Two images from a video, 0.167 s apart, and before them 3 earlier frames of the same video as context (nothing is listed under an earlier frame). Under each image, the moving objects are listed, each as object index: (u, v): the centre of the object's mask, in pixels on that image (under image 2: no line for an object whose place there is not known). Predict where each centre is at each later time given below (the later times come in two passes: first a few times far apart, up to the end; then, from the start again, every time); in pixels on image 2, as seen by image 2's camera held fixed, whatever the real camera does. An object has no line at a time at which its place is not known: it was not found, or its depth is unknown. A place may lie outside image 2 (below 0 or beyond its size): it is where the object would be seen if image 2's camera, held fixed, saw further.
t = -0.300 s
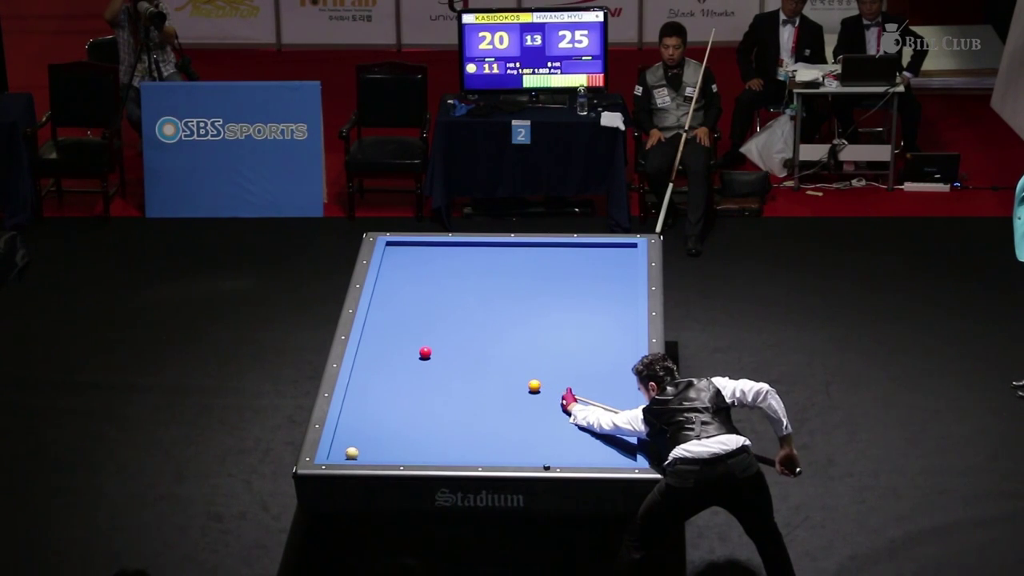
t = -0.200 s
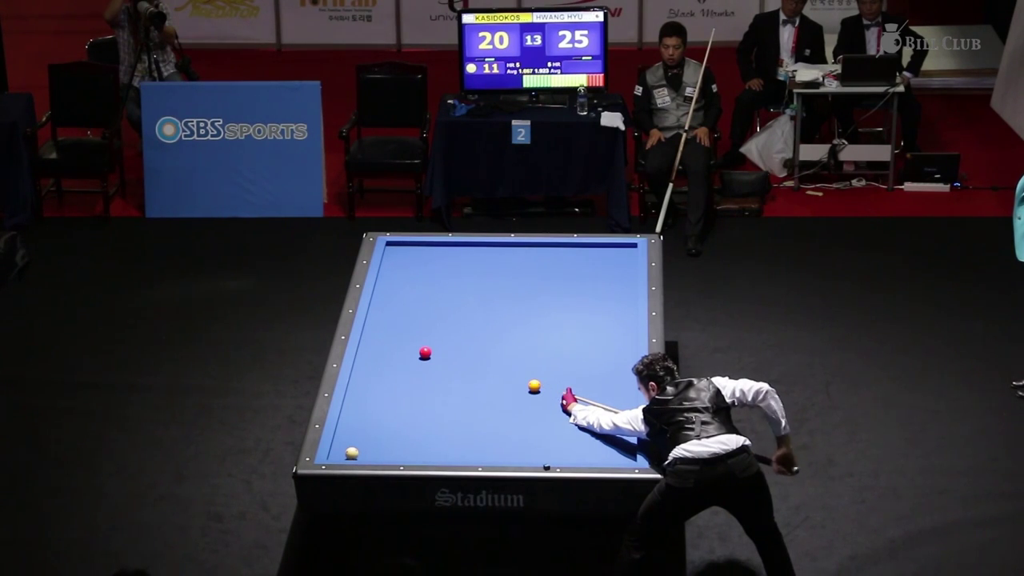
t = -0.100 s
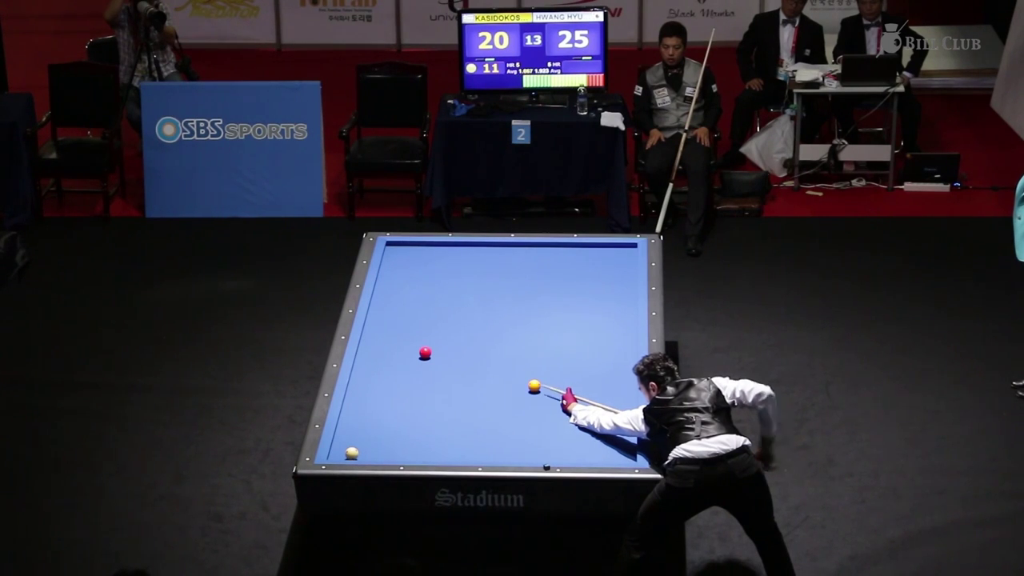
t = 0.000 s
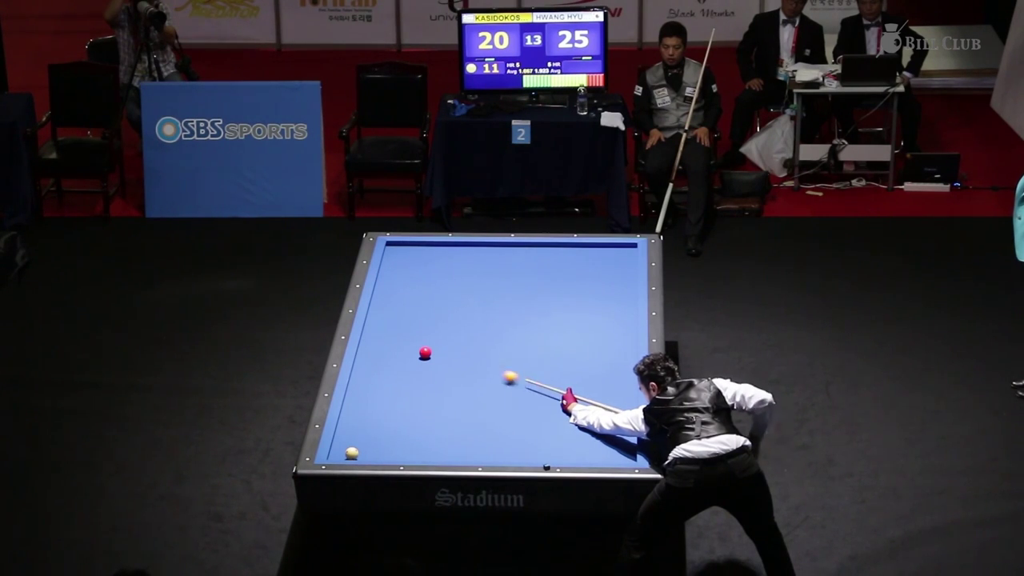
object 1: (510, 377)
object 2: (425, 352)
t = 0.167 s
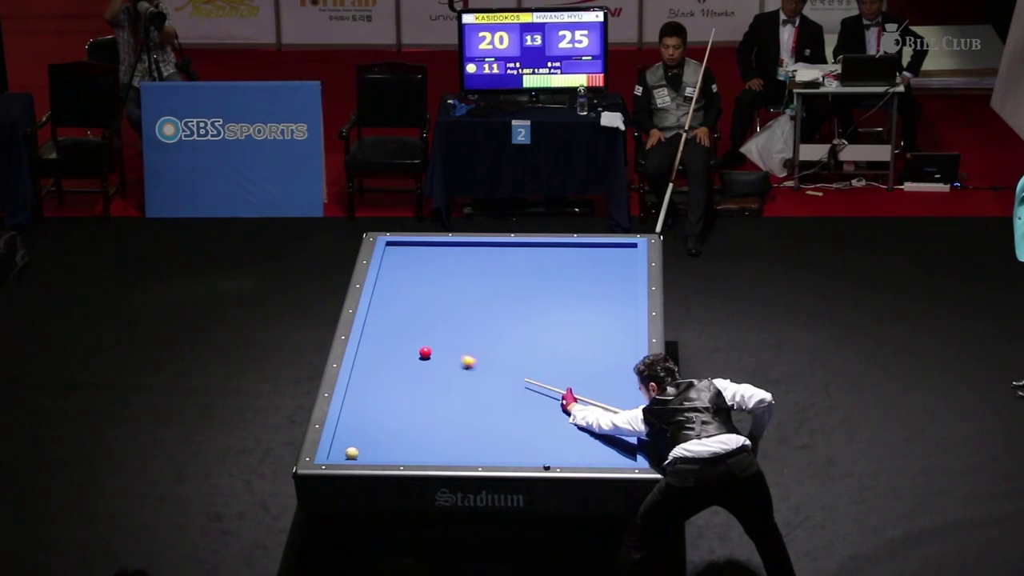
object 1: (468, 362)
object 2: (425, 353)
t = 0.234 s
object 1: (451, 356)
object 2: (425, 353)
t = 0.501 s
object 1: (407, 329)
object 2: (406, 356)
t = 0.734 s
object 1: (375, 307)
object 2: (389, 359)
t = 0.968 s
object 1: (402, 288)
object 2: (372, 362)
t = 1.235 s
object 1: (430, 267)
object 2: (362, 365)
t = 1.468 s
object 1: (454, 250)
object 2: (370, 366)
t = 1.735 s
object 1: (482, 254)
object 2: (380, 368)
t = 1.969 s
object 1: (508, 264)
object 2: (388, 370)
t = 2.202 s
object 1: (534, 275)
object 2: (395, 371)
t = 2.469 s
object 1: (564, 286)
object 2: (403, 373)
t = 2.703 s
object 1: (590, 296)
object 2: (410, 374)
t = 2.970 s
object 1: (620, 309)
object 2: (417, 375)
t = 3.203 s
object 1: (621, 319)
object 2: (423, 377)
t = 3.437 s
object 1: (605, 329)
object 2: (428, 378)
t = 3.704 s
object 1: (586, 340)
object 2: (434, 379)
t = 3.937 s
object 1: (570, 350)
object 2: (438, 380)
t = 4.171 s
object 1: (553, 359)
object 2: (442, 381)
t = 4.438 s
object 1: (535, 371)
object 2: (447, 382)
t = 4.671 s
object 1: (518, 381)
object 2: (450, 383)
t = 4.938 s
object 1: (500, 392)
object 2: (454, 383)
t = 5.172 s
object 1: (483, 402)
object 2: (456, 384)
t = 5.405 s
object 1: (467, 411)
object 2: (459, 384)
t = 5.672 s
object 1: (448, 423)
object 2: (461, 384)
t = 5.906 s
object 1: (431, 433)
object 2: (462, 385)
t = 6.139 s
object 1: (415, 442)
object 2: (463, 385)
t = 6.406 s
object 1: (396, 453)
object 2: (464, 386)
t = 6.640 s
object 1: (381, 455)
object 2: (464, 386)
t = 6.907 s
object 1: (367, 451)
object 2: (464, 385)
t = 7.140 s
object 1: (357, 444)
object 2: (464, 385)
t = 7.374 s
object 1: (344, 440)
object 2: (464, 385)
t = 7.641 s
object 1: (345, 434)
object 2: (464, 385)
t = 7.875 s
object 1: (353, 430)
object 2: (464, 385)
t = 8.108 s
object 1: (361, 425)
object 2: (464, 385)
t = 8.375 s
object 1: (369, 421)
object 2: (464, 385)
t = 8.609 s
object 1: (377, 417)
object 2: (464, 385)
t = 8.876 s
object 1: (384, 413)
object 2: (464, 385)
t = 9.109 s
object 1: (391, 409)
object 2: (464, 385)
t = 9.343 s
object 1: (397, 406)
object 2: (464, 385)
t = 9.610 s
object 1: (404, 402)
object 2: (464, 385)
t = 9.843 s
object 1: (409, 399)
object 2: (464, 385)
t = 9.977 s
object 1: (412, 398)
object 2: (464, 385)
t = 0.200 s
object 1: (459, 359)
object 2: (425, 353)
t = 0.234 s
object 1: (451, 356)
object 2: (425, 353)
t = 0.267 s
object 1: (443, 353)
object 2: (425, 353)
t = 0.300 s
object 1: (436, 350)
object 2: (424, 353)
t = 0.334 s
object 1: (431, 346)
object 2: (421, 353)
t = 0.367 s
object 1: (427, 343)
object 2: (418, 354)
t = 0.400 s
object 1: (422, 340)
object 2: (414, 355)
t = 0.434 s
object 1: (417, 336)
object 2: (411, 355)
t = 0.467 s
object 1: (412, 333)
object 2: (409, 356)
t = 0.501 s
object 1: (407, 329)
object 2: (406, 356)
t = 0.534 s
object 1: (403, 326)
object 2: (404, 357)
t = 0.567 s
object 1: (398, 323)
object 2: (402, 357)
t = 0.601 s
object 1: (393, 320)
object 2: (399, 357)
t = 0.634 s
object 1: (388, 316)
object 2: (396, 358)
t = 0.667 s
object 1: (384, 313)
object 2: (394, 358)
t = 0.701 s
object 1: (379, 310)
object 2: (392, 358)
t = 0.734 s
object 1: (375, 307)
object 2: (389, 359)
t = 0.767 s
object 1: (377, 304)
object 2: (387, 359)
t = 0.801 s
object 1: (382, 301)
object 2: (384, 359)
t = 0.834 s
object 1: (387, 299)
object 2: (382, 360)
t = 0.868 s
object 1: (391, 296)
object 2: (379, 360)
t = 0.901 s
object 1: (395, 293)
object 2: (377, 361)
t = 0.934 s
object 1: (398, 291)
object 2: (374, 361)
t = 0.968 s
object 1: (402, 288)
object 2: (372, 362)
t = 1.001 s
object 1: (406, 285)
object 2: (369, 362)
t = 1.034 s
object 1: (409, 283)
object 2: (367, 363)
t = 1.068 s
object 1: (412, 280)
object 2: (364, 363)
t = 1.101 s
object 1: (416, 277)
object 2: (362, 363)
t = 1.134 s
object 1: (420, 275)
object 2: (360, 364)
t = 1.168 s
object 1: (423, 272)
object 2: (359, 364)
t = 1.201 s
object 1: (426, 270)
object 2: (361, 364)
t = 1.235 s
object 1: (430, 267)
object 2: (362, 365)
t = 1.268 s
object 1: (433, 265)
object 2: (363, 365)
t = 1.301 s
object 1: (437, 262)
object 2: (364, 365)
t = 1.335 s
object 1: (440, 259)
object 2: (366, 365)
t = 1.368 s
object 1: (444, 257)
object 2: (367, 365)
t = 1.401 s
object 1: (447, 255)
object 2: (368, 366)
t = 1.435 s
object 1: (450, 252)
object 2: (369, 366)
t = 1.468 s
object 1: (454, 250)
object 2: (370, 366)
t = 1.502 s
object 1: (457, 247)
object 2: (372, 367)
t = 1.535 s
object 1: (460, 245)
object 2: (373, 367)
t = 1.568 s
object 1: (463, 245)
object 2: (374, 367)
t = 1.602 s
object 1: (467, 247)
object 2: (375, 367)
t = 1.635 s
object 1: (471, 249)
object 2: (376, 368)
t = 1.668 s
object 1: (475, 251)
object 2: (377, 368)
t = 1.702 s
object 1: (478, 252)
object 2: (379, 368)
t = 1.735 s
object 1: (482, 254)
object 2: (380, 368)
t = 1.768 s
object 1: (486, 256)
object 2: (381, 368)
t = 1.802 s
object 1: (489, 257)
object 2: (382, 369)
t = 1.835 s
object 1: (493, 258)
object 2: (383, 369)
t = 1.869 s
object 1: (497, 260)
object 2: (385, 369)
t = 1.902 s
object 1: (500, 261)
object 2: (385, 369)
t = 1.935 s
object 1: (504, 263)
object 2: (387, 369)
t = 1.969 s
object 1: (508, 264)
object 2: (388, 370)
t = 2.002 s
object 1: (511, 266)
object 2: (389, 370)
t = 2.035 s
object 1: (515, 267)
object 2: (390, 370)
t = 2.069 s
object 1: (519, 268)
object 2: (391, 371)
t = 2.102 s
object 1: (522, 270)
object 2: (392, 371)
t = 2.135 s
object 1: (526, 271)
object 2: (393, 371)
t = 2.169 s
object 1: (530, 273)
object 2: (394, 371)
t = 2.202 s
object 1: (534, 275)
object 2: (395, 371)
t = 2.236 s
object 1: (537, 276)
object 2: (396, 372)
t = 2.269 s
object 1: (541, 277)
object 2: (397, 371)
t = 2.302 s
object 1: (545, 279)
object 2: (398, 372)
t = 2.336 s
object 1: (549, 280)
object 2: (399, 372)
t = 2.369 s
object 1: (552, 282)
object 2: (400, 373)
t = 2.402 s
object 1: (556, 283)
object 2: (401, 373)
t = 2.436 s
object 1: (560, 285)
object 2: (402, 373)
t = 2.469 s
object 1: (564, 286)
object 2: (403, 373)
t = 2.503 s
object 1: (568, 288)
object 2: (404, 373)
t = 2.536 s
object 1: (571, 289)
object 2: (405, 373)
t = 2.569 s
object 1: (575, 291)
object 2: (406, 373)
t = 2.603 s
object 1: (579, 292)
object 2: (407, 373)
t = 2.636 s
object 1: (583, 294)
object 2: (408, 374)
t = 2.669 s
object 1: (586, 295)
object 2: (409, 374)
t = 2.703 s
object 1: (590, 296)
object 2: (410, 374)
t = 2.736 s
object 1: (594, 298)
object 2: (411, 374)
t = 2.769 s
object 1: (598, 300)
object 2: (411, 375)
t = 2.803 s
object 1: (602, 301)
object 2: (412, 374)
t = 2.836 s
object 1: (605, 303)
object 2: (413, 375)
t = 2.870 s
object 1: (609, 304)
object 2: (414, 375)
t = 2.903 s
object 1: (613, 305)
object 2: (415, 375)
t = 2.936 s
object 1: (616, 307)
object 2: (416, 376)
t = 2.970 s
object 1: (620, 309)
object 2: (417, 375)
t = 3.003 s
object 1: (624, 310)
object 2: (418, 376)
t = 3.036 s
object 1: (628, 312)
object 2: (418, 376)
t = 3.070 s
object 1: (631, 313)
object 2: (419, 376)
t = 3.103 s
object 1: (628, 314)
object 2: (420, 377)
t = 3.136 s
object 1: (625, 316)
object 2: (421, 377)
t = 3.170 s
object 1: (623, 317)
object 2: (422, 377)
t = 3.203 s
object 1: (621, 319)
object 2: (423, 377)
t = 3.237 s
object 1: (618, 320)
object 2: (423, 377)
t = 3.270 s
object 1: (616, 321)
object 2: (424, 378)
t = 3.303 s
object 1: (614, 323)
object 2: (425, 378)
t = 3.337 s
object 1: (612, 324)
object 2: (426, 377)
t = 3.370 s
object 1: (609, 326)
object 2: (427, 378)
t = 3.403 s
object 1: (607, 327)
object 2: (427, 378)
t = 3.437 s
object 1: (605, 329)
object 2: (428, 378)
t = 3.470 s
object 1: (602, 330)
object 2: (429, 378)
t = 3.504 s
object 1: (600, 331)
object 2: (429, 378)
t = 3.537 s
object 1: (598, 333)
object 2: (430, 378)
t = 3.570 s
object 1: (595, 334)
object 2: (431, 379)
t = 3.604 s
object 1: (593, 336)
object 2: (432, 379)
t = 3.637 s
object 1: (591, 337)
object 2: (432, 378)
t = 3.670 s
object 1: (588, 338)
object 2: (433, 379)
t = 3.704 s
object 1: (586, 340)
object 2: (434, 379)
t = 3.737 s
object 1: (584, 341)
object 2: (434, 379)
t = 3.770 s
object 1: (581, 343)
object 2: (435, 379)
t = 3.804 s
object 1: (579, 344)
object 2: (436, 380)
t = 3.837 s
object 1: (577, 345)
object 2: (436, 380)
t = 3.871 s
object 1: (574, 347)
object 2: (437, 380)
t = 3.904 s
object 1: (572, 348)
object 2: (438, 380)
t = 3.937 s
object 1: (570, 350)
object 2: (438, 380)
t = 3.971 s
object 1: (567, 351)
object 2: (439, 380)
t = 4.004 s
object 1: (565, 353)
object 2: (440, 380)
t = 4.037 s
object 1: (563, 354)
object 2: (440, 381)
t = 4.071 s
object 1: (560, 355)
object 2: (441, 381)
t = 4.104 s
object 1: (558, 357)
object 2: (441, 380)
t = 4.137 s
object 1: (556, 358)
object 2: (442, 381)
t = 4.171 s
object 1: (553, 359)
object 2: (442, 381)
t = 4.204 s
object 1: (551, 361)
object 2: (443, 381)
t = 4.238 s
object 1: (549, 362)
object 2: (444, 381)
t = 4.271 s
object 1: (546, 364)
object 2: (444, 382)
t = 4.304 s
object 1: (544, 365)
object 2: (445, 382)
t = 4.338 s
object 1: (542, 366)
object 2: (445, 382)
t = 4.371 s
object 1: (539, 368)
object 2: (446, 381)
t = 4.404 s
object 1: (537, 369)
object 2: (446, 381)
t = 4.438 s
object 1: (535, 371)
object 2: (447, 382)
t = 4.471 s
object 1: (532, 372)
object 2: (447, 382)
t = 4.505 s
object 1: (530, 373)
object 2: (448, 382)
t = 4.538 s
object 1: (528, 375)
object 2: (448, 382)
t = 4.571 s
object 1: (525, 376)
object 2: (449, 382)
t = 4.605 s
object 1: (523, 378)
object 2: (450, 382)
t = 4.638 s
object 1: (521, 379)
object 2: (450, 382)
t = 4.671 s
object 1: (518, 381)
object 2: (450, 383)
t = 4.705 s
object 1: (516, 382)
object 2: (451, 382)
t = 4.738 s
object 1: (514, 383)
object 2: (451, 383)
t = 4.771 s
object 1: (511, 385)
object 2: (451, 383)
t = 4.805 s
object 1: (509, 386)
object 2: (452, 383)
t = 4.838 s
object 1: (506, 387)
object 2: (452, 383)
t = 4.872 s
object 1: (504, 389)
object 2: (453, 384)
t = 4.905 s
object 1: (502, 390)
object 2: (453, 383)
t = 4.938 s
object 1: (500, 392)
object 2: (454, 383)
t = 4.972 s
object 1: (497, 393)
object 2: (454, 383)
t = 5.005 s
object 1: (495, 395)
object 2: (454, 383)
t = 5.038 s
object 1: (493, 396)
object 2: (455, 384)
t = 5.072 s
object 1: (490, 397)
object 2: (455, 384)
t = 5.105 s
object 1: (488, 399)
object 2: (455, 384)
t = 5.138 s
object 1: (485, 400)
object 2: (456, 384)
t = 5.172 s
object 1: (483, 402)
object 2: (456, 384)
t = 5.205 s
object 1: (481, 403)
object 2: (457, 384)
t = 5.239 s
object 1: (479, 404)
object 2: (457, 384)
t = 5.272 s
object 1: (476, 406)
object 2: (457, 384)
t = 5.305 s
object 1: (474, 407)
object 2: (458, 384)
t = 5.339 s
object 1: (472, 409)
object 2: (458, 384)
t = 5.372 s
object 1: (469, 410)
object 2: (458, 384)
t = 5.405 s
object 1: (467, 411)
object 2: (459, 384)
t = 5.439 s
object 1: (464, 413)
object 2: (459, 384)
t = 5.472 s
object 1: (462, 414)
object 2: (459, 384)
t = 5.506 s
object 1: (460, 416)
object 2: (460, 384)
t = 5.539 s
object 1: (457, 417)
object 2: (460, 384)
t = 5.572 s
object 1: (455, 419)
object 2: (460, 384)
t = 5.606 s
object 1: (453, 420)
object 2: (460, 384)
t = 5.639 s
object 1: (450, 421)
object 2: (460, 384)
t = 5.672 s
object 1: (448, 423)
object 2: (461, 384)
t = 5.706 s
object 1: (445, 424)
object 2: (461, 384)
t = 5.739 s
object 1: (443, 426)
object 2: (461, 384)
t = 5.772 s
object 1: (441, 427)
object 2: (461, 384)
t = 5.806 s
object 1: (438, 428)
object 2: (462, 384)
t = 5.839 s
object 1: (436, 430)
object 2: (462, 384)
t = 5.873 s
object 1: (433, 431)
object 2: (462, 385)
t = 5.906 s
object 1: (431, 433)
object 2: (462, 385)
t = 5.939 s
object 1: (429, 434)
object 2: (462, 385)
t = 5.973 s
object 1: (426, 435)
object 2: (463, 385)
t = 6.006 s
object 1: (424, 437)
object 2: (463, 385)
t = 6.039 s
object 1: (422, 438)
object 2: (463, 385)
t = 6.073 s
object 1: (420, 439)
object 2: (463, 385)
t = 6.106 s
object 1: (417, 441)
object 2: (463, 385)
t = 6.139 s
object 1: (415, 442)
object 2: (463, 385)
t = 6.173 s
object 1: (413, 443)
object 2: (464, 385)
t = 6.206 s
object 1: (410, 444)
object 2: (464, 385)
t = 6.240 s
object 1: (408, 446)
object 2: (464, 386)
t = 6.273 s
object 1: (405, 447)
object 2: (464, 385)
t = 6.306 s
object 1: (403, 449)
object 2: (464, 386)
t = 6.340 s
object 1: (401, 450)
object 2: (464, 386)
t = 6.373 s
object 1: (399, 452)
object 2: (464, 386)
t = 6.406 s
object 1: (396, 453)
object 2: (464, 386)
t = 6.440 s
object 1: (394, 454)
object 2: (464, 386)
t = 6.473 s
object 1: (392, 455)
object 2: (464, 386)
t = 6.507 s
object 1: (389, 455)
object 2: (464, 386)
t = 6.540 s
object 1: (387, 456)
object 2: (464, 386)
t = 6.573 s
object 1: (385, 456)
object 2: (464, 386)
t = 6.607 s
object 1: (383, 456)
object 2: (464, 386)
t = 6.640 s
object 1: (381, 455)
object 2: (464, 386)
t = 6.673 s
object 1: (379, 455)
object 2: (464, 386)
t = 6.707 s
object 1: (378, 454)
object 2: (464, 386)
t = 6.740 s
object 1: (376, 454)
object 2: (464, 386)
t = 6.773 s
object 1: (374, 453)
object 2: (464, 386)
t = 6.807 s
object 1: (372, 453)
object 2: (464, 386)
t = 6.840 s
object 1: (371, 452)
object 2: (464, 385)
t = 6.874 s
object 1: (369, 452)
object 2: (464, 385)
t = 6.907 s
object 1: (367, 451)
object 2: (464, 385)
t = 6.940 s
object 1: (366, 450)
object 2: (464, 386)
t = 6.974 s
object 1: (364, 449)
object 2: (464, 385)
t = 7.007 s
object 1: (363, 448)
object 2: (464, 386)
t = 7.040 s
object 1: (361, 447)
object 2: (464, 386)
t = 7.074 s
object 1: (360, 446)
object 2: (464, 385)
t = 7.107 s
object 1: (358, 445)
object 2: (464, 386)
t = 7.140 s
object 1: (357, 444)
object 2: (464, 385)
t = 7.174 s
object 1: (355, 443)
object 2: (464, 385)
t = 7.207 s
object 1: (353, 442)
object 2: (464, 385)
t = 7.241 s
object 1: (351, 442)
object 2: (464, 386)
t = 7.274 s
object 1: (349, 442)
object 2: (464, 386)
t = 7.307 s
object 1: (348, 441)
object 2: (464, 385)
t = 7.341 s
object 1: (346, 440)
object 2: (464, 386)
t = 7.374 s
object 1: (344, 440)
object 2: (464, 385)
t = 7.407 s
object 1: (343, 439)
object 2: (464, 385)
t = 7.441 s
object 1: (341, 439)
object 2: (464, 385)
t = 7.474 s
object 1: (339, 438)
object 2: (464, 386)
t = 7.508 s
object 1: (340, 437)
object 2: (464, 385)
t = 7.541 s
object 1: (341, 436)
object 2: (464, 385)
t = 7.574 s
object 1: (342, 435)
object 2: (464, 385)
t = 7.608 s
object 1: (343, 435)
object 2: (464, 385)
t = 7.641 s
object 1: (345, 434)
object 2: (464, 385)
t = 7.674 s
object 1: (346, 434)
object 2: (464, 385)
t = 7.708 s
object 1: (347, 433)
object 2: (464, 385)
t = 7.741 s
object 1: (348, 432)
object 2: (464, 385)
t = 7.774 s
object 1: (349, 431)
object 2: (464, 385)
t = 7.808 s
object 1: (350, 431)
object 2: (464, 385)
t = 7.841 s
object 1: (352, 430)
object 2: (464, 385)
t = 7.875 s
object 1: (353, 430)
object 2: (464, 385)
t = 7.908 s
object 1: (354, 429)
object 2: (464, 385)
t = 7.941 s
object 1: (355, 428)
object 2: (464, 385)
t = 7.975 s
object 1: (356, 428)
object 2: (464, 385)
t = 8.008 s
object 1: (357, 427)
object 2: (464, 385)
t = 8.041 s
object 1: (359, 426)
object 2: (464, 385)
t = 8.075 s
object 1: (360, 426)
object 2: (464, 385)
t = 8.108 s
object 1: (361, 425)
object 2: (464, 385)
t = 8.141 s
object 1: (362, 425)
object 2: (464, 385)
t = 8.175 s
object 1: (363, 424)
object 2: (464, 385)
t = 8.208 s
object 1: (364, 424)
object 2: (464, 385)
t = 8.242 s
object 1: (365, 423)
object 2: (464, 385)
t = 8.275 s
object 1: (366, 422)
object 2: (464, 385)
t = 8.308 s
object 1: (367, 422)
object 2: (464, 385)
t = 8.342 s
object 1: (368, 421)
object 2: (464, 385)
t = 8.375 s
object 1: (369, 421)
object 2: (464, 385)
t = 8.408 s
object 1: (370, 420)
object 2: (464, 385)
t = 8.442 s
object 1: (371, 419)
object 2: (464, 385)
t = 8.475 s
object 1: (373, 419)
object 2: (464, 385)
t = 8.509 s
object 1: (373, 419)
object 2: (464, 385)
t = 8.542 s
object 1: (375, 418)
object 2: (464, 385)
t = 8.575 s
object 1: (375, 417)
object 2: (464, 385)
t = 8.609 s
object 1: (377, 417)
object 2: (464, 385)
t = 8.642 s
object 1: (377, 417)
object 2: (464, 386)
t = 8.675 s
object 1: (379, 416)
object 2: (464, 385)
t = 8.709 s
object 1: (380, 415)
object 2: (464, 385)
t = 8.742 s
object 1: (381, 415)
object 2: (464, 385)
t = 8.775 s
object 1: (382, 414)
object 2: (464, 385)
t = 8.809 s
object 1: (383, 414)
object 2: (464, 385)
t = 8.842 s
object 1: (383, 413)
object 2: (464, 385)
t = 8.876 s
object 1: (384, 413)
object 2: (464, 385)
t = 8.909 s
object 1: (385, 412)
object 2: (464, 385)
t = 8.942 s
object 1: (386, 412)
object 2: (464, 385)
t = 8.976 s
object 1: (387, 411)
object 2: (464, 385)
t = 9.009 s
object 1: (388, 411)
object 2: (464, 385)
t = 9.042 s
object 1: (389, 410)
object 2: (464, 385)
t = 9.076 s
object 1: (390, 410)
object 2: (464, 385)
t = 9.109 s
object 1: (391, 409)
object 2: (464, 385)
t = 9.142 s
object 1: (392, 409)
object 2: (464, 385)
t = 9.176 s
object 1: (392, 408)
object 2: (464, 386)
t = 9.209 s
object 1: (393, 408)
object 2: (464, 385)
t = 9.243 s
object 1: (395, 407)
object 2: (464, 385)
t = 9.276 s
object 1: (395, 406)
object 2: (464, 385)
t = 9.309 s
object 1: (396, 406)
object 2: (464, 385)
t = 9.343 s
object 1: (397, 406)
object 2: (464, 385)
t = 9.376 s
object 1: (398, 405)
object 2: (464, 385)
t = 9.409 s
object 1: (399, 405)
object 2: (464, 385)
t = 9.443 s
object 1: (400, 404)
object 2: (464, 385)
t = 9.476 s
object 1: (401, 404)
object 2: (464, 385)
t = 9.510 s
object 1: (401, 404)
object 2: (464, 385)
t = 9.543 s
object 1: (402, 403)
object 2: (464, 385)
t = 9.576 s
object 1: (403, 403)
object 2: (464, 385)
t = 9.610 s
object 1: (404, 402)
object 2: (464, 385)
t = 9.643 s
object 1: (404, 402)
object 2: (464, 385)
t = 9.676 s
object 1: (405, 401)
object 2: (464, 385)
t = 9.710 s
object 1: (406, 401)
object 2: (464, 385)
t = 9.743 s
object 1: (407, 401)
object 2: (464, 385)
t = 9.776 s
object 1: (408, 400)
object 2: (464, 385)
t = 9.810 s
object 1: (408, 400)
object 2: (464, 385)
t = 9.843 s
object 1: (409, 399)
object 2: (464, 385)
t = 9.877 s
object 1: (410, 399)
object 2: (464, 385)
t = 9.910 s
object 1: (411, 399)
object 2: (464, 385)
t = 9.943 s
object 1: (411, 398)
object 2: (464, 385)
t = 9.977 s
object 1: (412, 398)
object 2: (464, 385)
